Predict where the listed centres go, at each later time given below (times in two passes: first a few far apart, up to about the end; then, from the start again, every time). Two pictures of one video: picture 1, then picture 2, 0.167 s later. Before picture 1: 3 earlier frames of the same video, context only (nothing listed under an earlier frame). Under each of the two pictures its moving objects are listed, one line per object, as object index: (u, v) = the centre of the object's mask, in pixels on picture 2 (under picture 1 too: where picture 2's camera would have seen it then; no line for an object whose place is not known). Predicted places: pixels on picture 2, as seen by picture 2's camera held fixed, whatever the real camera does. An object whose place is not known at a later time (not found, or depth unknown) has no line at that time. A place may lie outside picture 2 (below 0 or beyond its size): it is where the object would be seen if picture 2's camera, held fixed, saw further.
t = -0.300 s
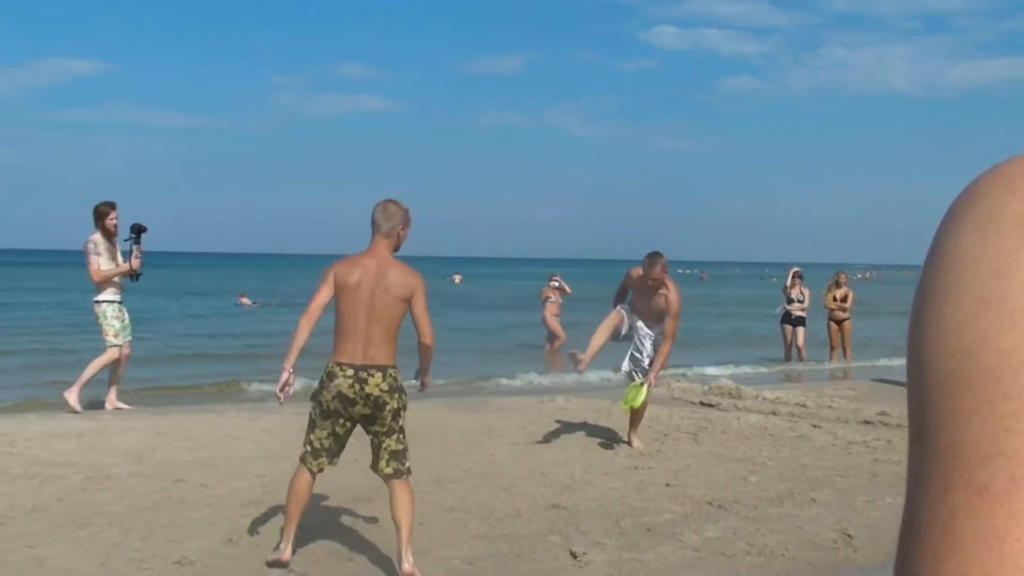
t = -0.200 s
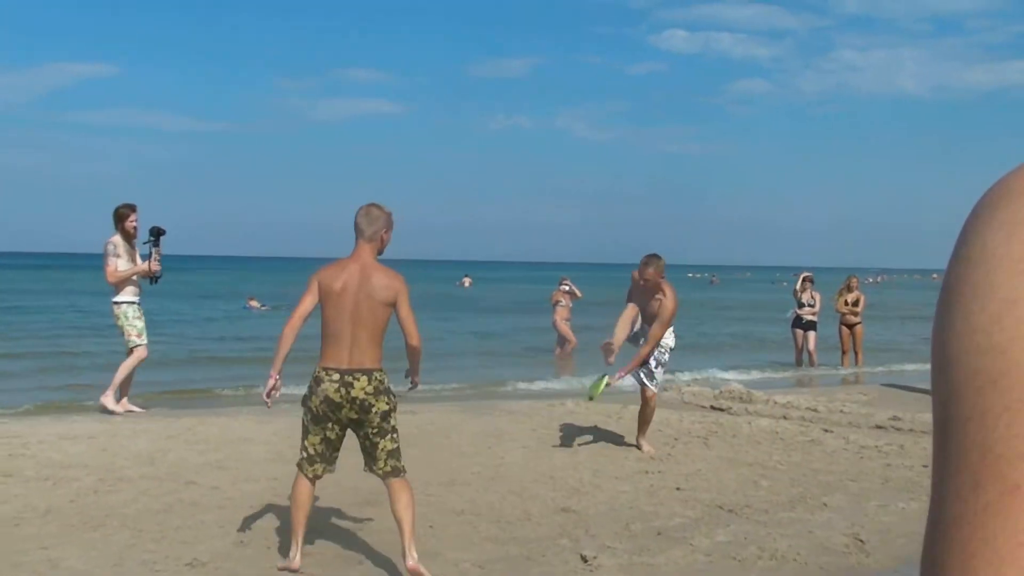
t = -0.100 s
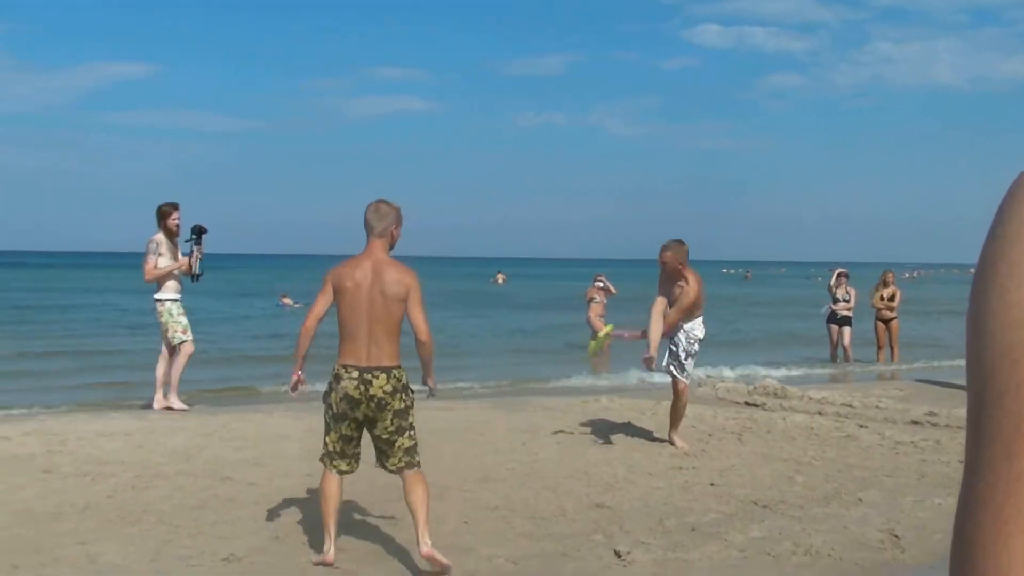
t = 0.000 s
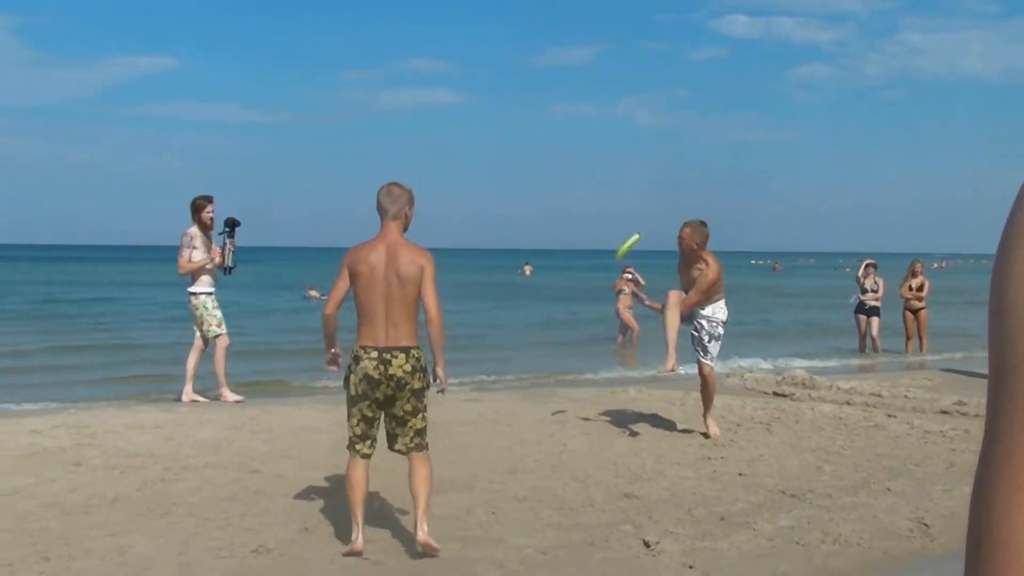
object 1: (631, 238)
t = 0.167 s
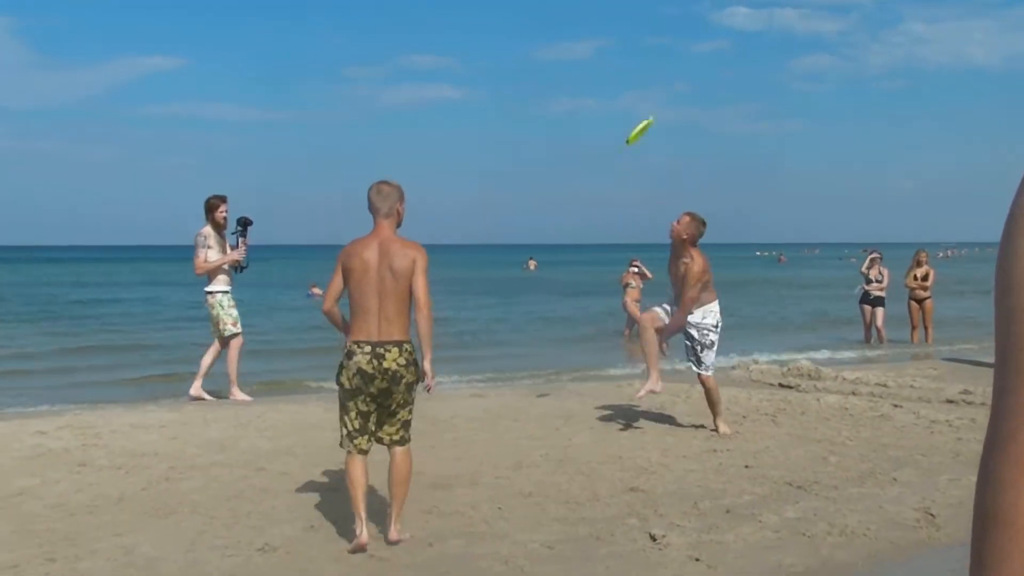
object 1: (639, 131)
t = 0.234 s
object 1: (644, 98)
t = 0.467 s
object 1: (658, 33)
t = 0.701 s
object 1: (668, 39)
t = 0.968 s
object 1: (666, 125)
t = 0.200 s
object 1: (642, 113)
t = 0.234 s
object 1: (644, 98)
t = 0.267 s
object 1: (646, 84)
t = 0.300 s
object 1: (647, 73)
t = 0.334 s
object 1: (650, 62)
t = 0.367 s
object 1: (651, 53)
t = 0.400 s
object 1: (654, 44)
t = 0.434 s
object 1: (656, 39)
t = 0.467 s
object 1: (658, 33)
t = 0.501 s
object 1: (659, 29)
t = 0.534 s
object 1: (662, 27)
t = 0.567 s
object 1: (663, 27)
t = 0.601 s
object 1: (664, 27)
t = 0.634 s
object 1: (666, 30)
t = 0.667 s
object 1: (667, 34)
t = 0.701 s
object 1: (668, 39)
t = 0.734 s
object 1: (670, 45)
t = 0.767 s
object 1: (670, 52)
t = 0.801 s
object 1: (671, 61)
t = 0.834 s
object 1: (671, 72)
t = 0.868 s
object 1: (670, 83)
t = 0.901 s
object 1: (669, 97)
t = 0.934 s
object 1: (667, 110)
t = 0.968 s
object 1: (666, 125)
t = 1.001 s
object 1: (663, 141)
